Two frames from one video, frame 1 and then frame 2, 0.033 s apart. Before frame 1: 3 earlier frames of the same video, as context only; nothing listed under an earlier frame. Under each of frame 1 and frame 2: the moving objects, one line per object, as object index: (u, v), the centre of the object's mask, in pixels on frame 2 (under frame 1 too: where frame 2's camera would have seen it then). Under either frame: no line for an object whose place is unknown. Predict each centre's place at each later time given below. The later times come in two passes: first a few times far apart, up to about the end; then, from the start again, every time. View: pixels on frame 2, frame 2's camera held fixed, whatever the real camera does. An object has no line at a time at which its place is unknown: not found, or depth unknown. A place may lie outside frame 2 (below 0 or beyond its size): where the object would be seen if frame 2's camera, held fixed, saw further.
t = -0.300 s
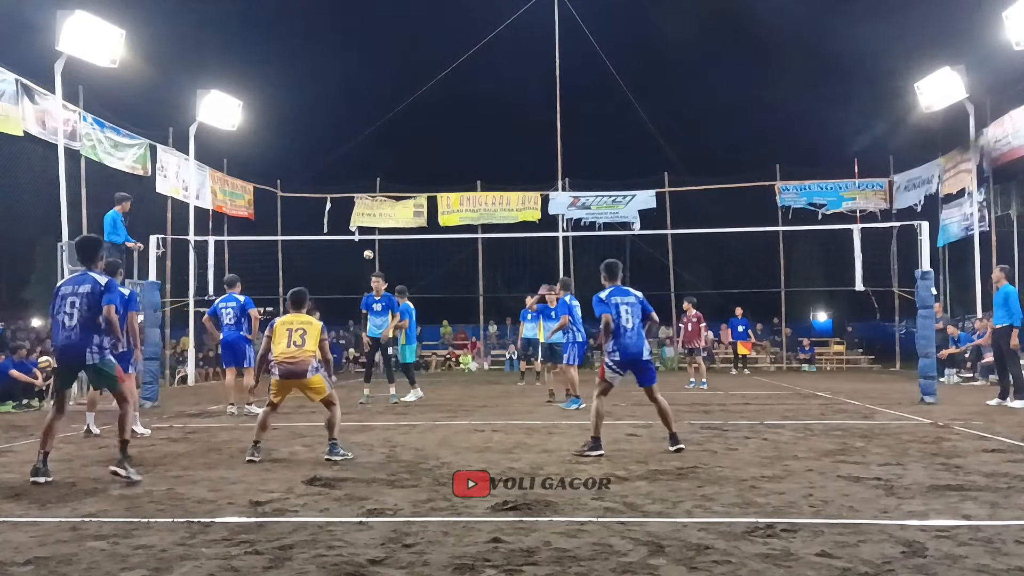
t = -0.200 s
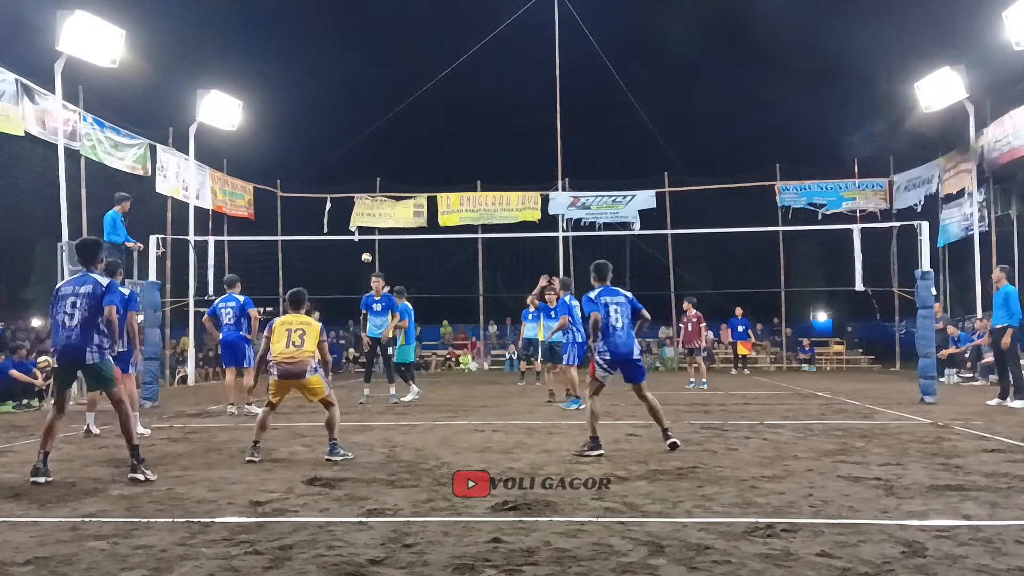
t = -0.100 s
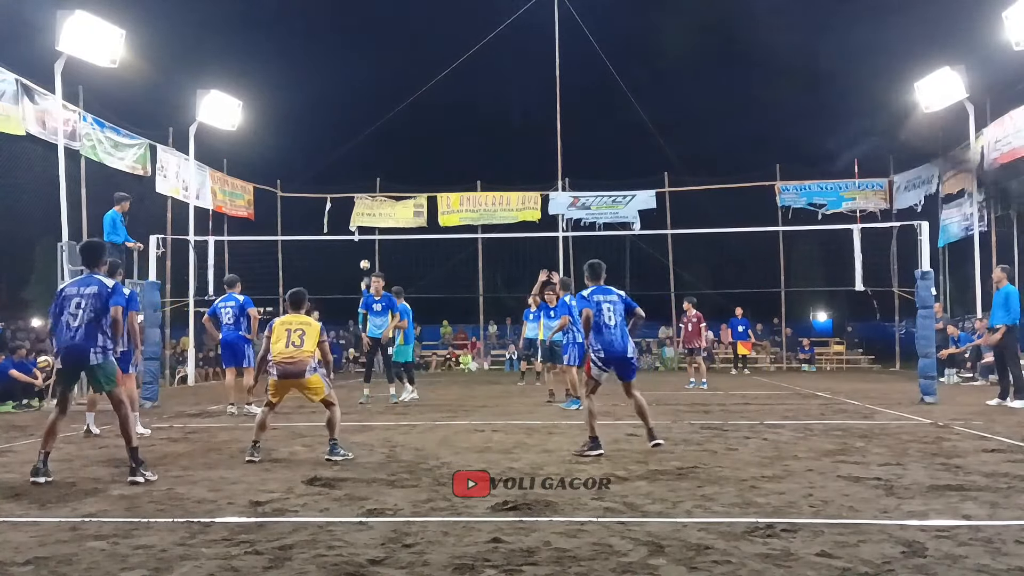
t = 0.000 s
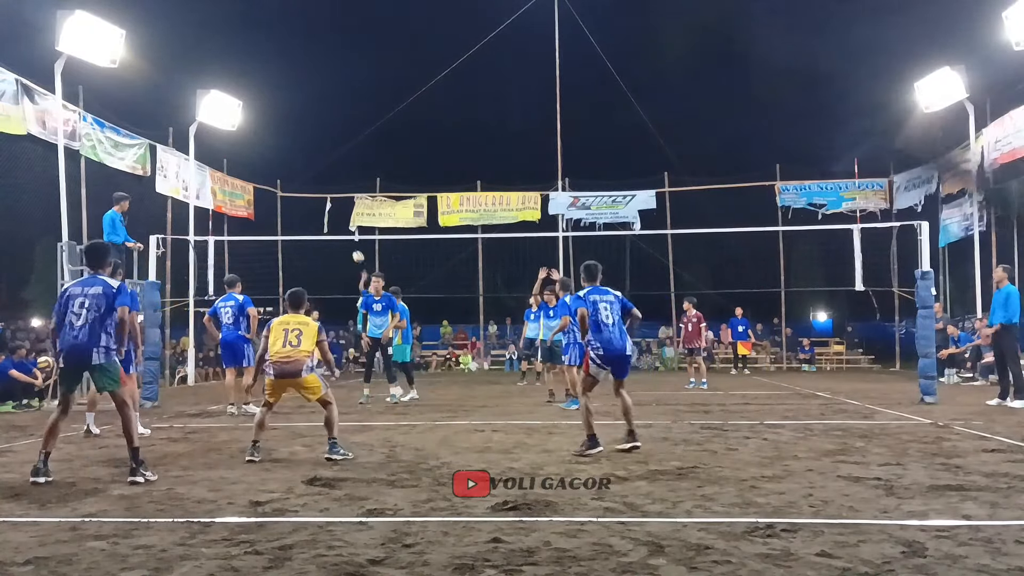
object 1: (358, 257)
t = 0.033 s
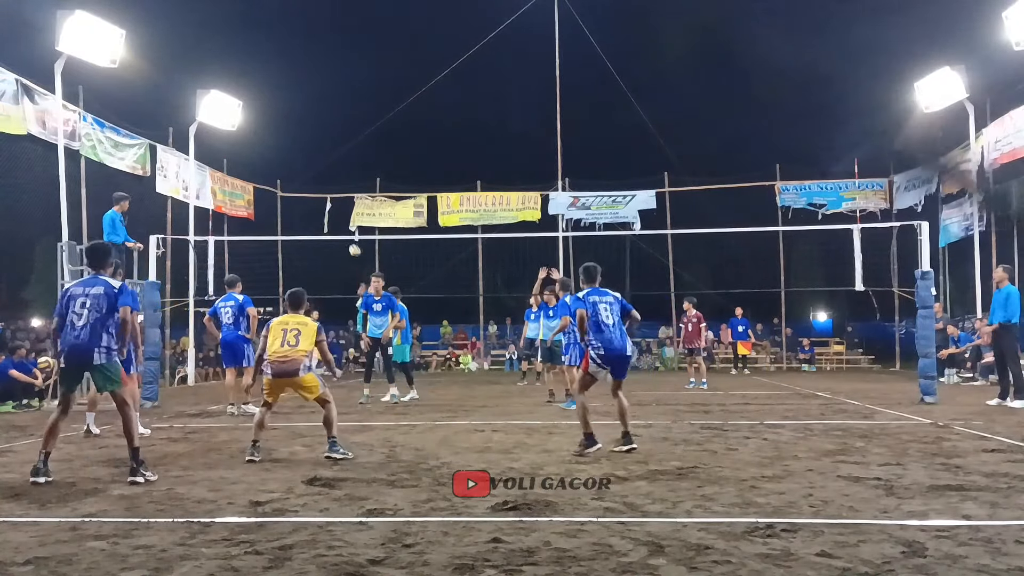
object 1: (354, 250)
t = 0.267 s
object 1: (324, 209)
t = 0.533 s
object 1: (272, 186)
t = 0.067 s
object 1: (351, 244)
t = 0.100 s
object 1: (347, 238)
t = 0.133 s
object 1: (343, 231)
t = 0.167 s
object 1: (338, 226)
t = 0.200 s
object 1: (334, 220)
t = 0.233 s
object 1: (329, 214)
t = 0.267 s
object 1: (324, 209)
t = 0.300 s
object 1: (318, 204)
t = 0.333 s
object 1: (312, 199)
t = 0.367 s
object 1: (306, 195)
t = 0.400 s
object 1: (300, 192)
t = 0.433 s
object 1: (293, 189)
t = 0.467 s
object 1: (286, 187)
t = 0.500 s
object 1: (279, 186)
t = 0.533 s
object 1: (272, 186)
